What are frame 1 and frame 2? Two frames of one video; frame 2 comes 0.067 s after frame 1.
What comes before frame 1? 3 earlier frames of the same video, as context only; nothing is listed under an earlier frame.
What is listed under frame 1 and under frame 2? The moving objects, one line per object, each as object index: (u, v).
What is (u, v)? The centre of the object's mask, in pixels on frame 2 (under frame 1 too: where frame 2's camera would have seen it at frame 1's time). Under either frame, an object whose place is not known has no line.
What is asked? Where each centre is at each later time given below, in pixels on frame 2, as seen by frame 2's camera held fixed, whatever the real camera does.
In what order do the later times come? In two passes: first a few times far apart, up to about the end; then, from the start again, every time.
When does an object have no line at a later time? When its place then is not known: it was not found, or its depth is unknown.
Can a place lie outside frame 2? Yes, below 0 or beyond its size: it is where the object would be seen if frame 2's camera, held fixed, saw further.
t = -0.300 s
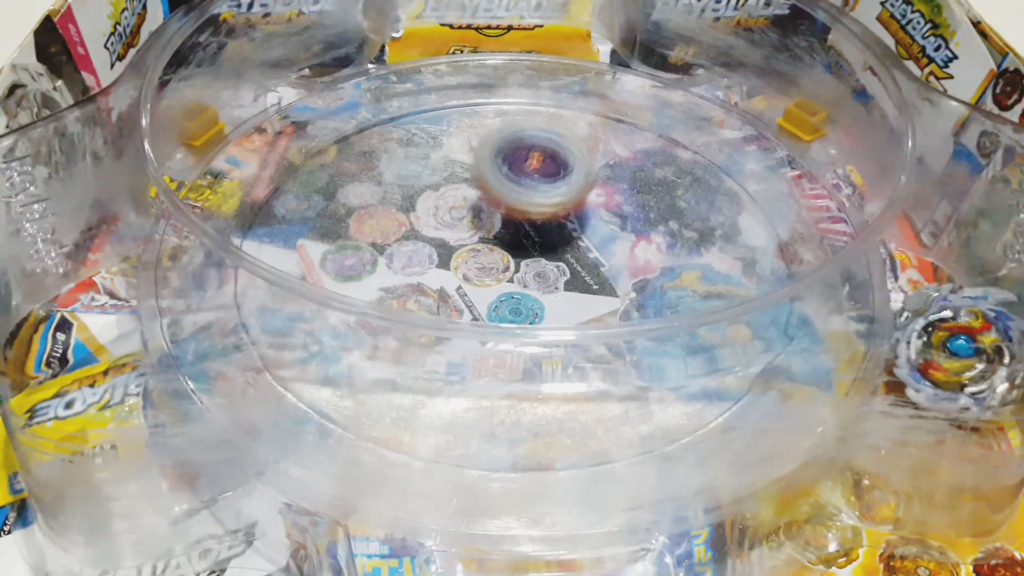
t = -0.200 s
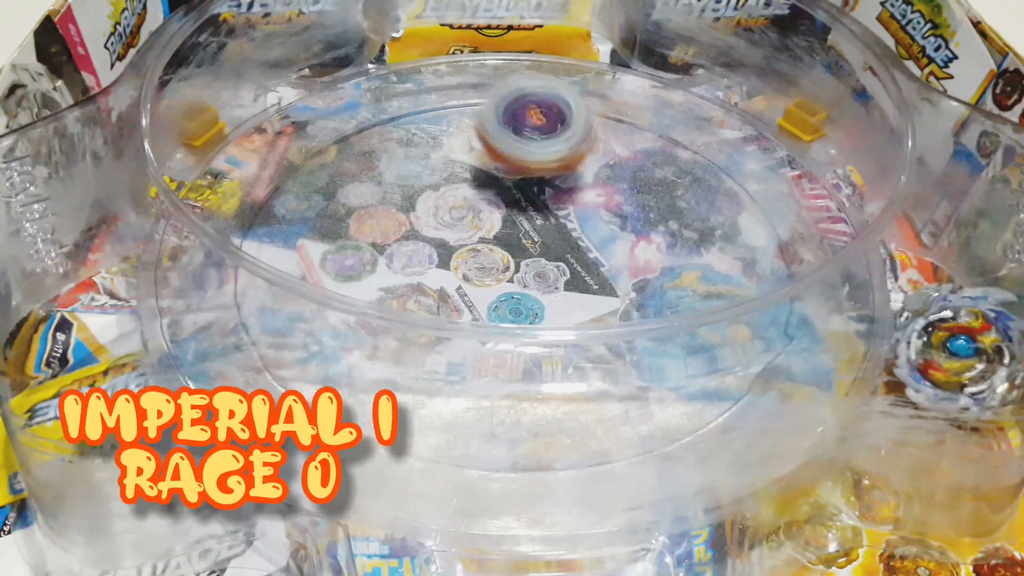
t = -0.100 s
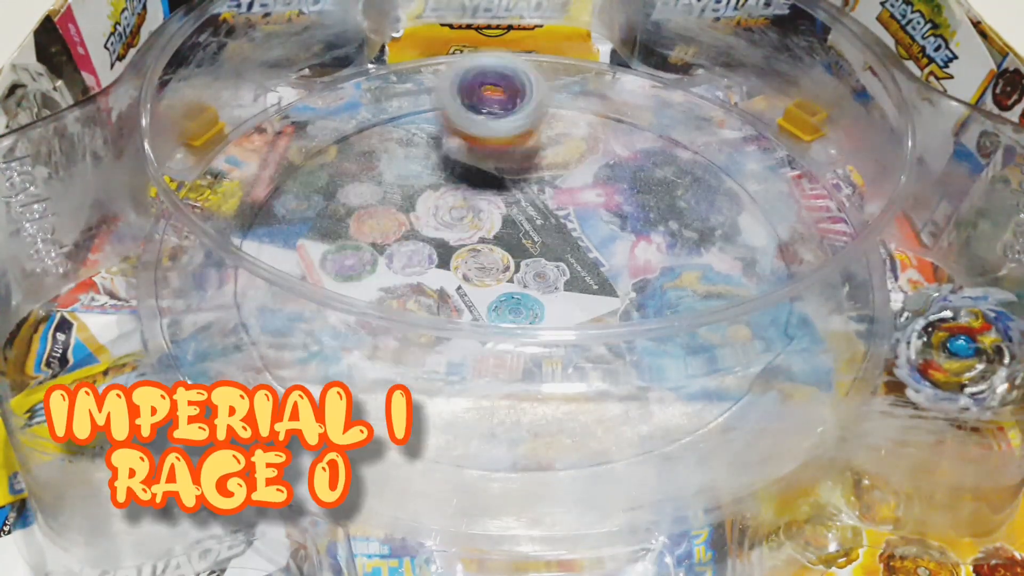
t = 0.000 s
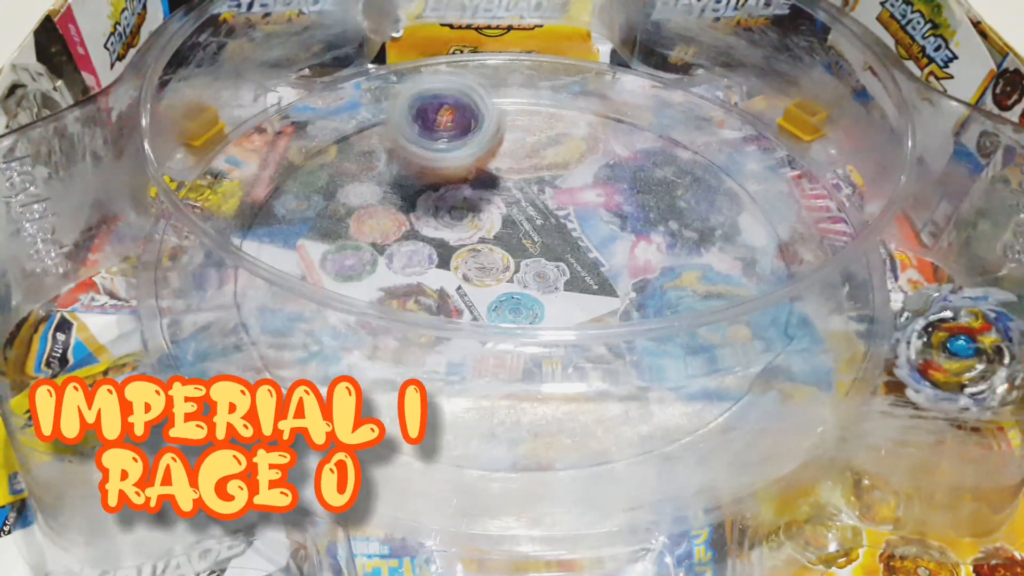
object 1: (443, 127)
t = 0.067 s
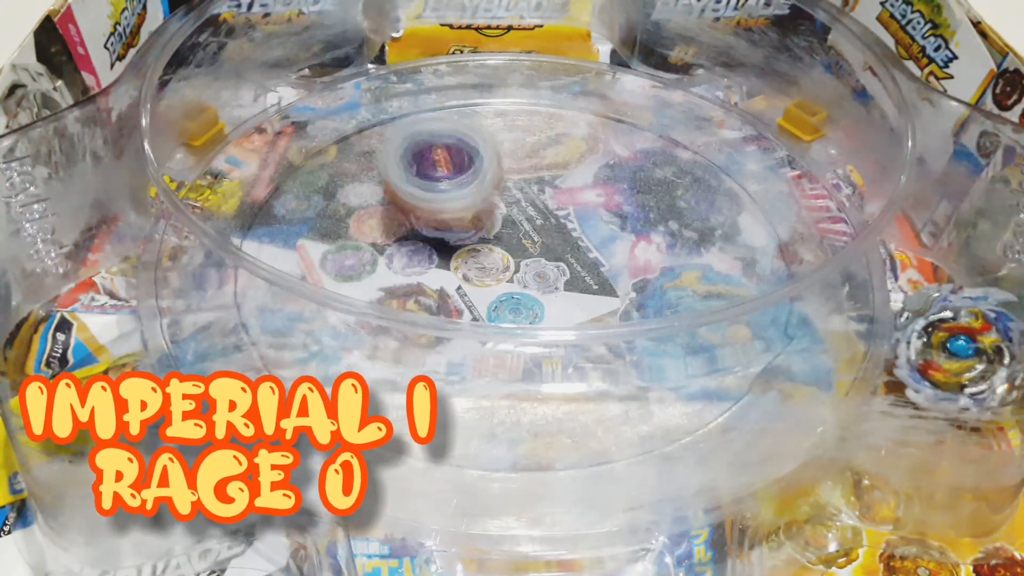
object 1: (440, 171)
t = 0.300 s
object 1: (624, 242)
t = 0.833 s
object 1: (496, 261)
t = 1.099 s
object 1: (669, 335)
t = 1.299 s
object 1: (630, 235)
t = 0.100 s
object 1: (450, 192)
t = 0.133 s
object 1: (470, 211)
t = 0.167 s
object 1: (486, 225)
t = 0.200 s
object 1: (525, 237)
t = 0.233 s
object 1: (562, 245)
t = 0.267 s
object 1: (595, 245)
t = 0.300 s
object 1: (624, 242)
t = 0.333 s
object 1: (651, 235)
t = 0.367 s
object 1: (676, 220)
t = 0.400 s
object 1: (692, 208)
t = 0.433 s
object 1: (703, 190)
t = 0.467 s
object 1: (705, 175)
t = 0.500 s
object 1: (697, 159)
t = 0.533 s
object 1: (681, 148)
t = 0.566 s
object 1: (656, 140)
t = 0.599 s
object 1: (630, 140)
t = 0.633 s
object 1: (596, 148)
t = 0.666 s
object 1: (565, 161)
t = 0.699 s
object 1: (541, 176)
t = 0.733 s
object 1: (517, 197)
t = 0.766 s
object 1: (495, 214)
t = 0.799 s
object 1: (489, 231)
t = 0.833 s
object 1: (496, 261)
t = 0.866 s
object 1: (500, 276)
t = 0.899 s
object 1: (510, 286)
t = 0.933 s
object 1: (529, 296)
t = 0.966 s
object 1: (547, 323)
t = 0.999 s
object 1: (581, 344)
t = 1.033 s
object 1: (607, 348)
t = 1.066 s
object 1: (641, 344)
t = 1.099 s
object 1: (669, 335)
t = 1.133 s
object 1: (686, 328)
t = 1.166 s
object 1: (698, 297)
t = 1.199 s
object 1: (689, 274)
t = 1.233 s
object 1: (682, 263)
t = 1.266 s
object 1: (659, 246)
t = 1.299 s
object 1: (630, 235)
